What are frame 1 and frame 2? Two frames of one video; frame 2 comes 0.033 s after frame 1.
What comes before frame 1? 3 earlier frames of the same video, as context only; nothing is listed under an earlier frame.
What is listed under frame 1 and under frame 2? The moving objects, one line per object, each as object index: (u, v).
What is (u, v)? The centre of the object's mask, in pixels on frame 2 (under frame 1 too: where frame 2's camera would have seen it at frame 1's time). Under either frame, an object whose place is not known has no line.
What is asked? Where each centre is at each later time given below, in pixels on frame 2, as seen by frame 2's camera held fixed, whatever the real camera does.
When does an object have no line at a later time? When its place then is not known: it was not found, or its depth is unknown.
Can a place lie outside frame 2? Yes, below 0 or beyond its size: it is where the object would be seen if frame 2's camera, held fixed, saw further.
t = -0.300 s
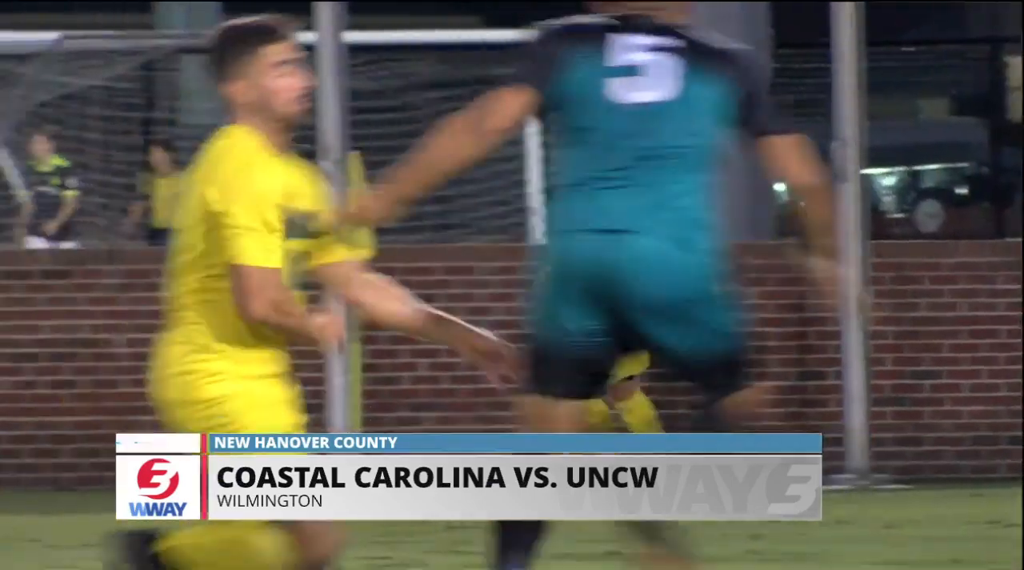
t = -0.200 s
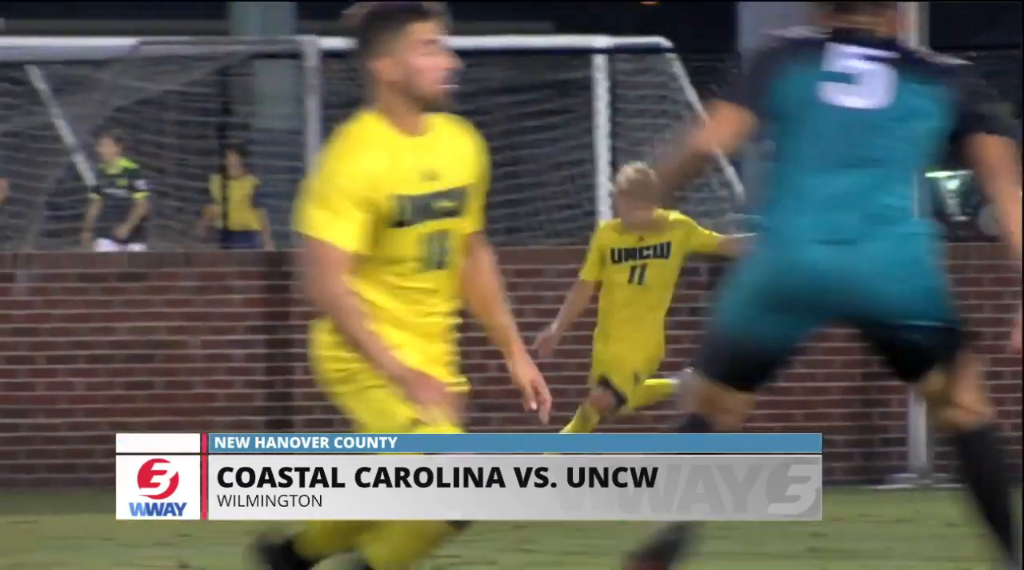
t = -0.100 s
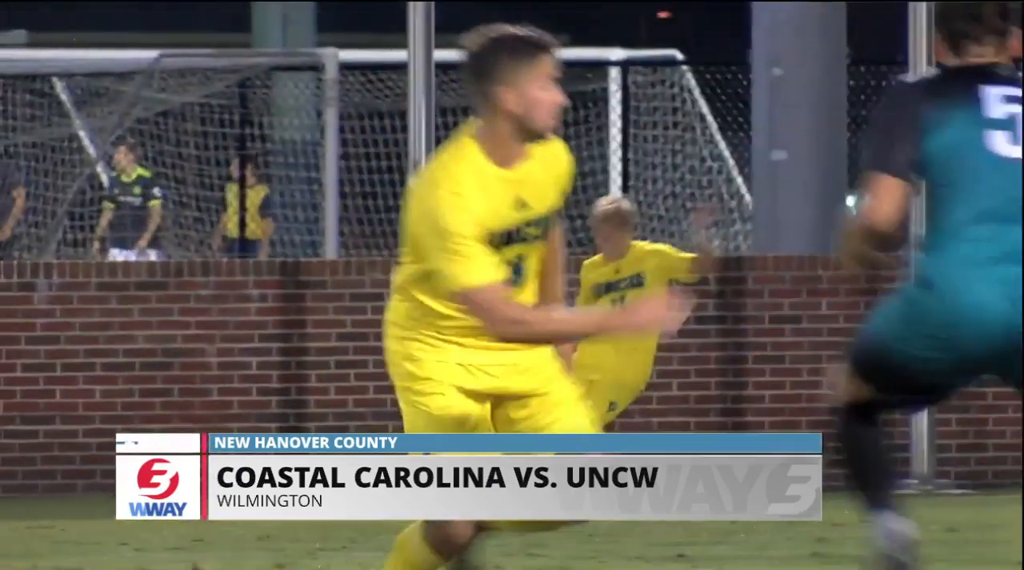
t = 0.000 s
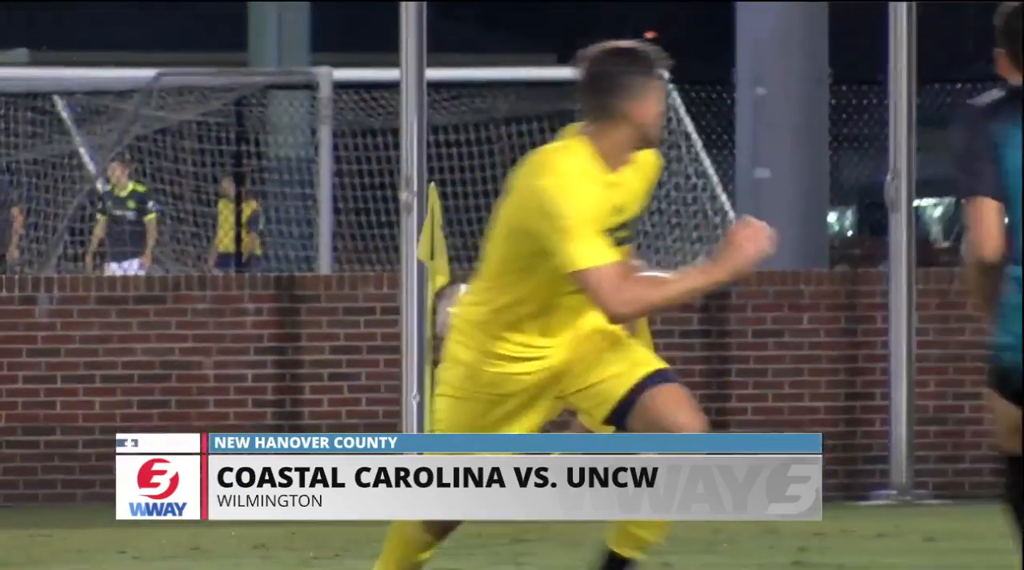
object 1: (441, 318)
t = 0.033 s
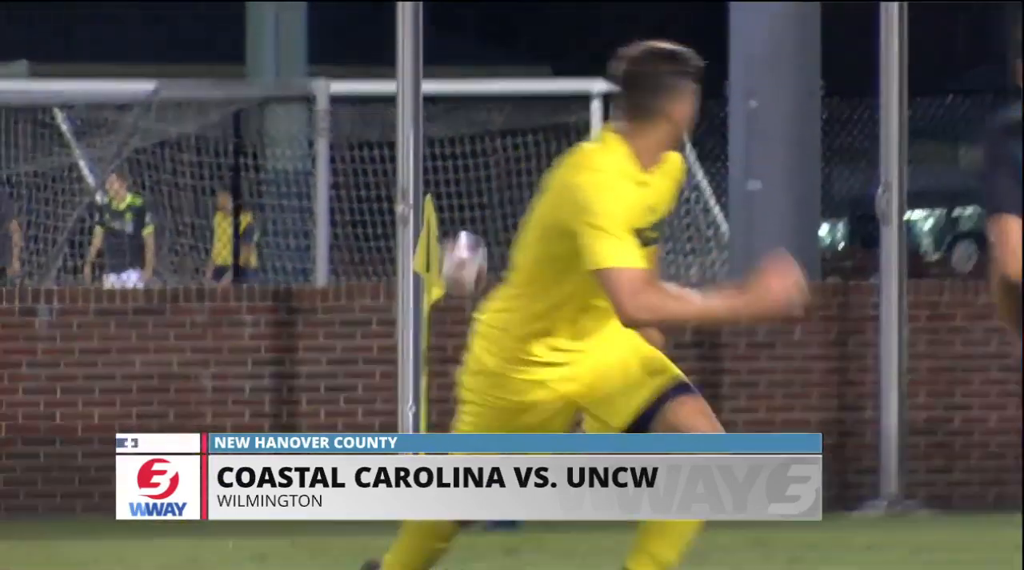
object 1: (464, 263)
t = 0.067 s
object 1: (470, 198)
